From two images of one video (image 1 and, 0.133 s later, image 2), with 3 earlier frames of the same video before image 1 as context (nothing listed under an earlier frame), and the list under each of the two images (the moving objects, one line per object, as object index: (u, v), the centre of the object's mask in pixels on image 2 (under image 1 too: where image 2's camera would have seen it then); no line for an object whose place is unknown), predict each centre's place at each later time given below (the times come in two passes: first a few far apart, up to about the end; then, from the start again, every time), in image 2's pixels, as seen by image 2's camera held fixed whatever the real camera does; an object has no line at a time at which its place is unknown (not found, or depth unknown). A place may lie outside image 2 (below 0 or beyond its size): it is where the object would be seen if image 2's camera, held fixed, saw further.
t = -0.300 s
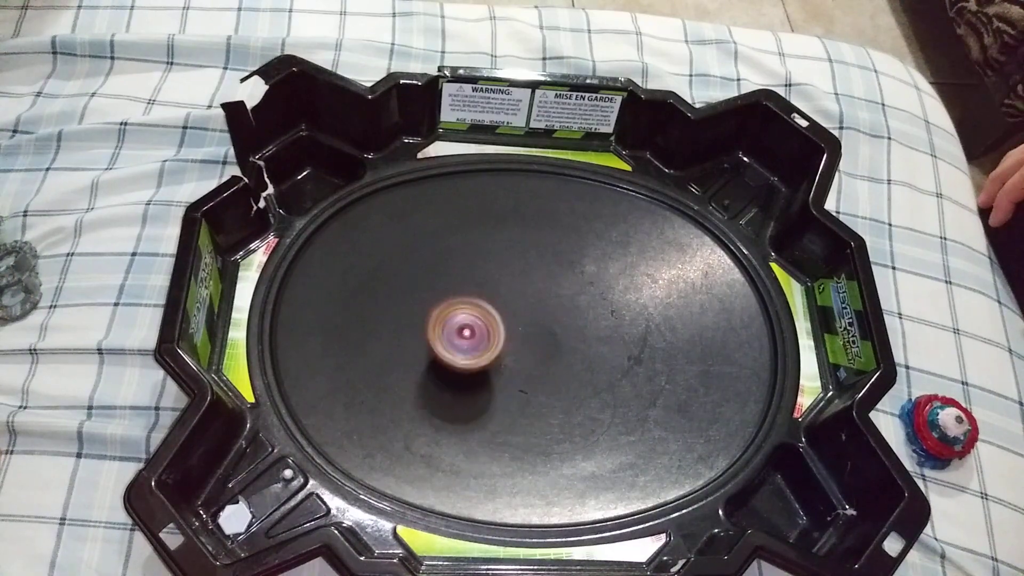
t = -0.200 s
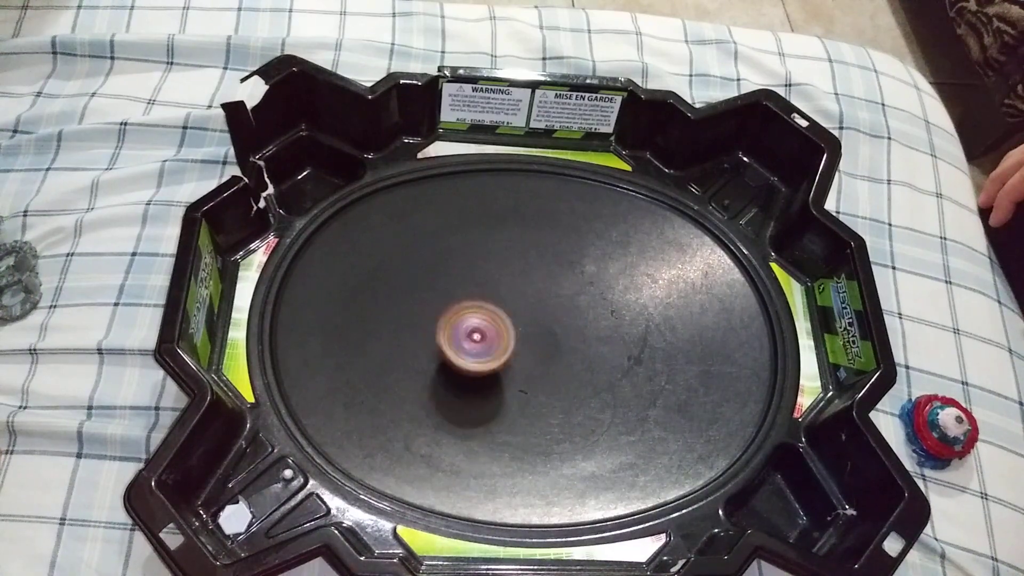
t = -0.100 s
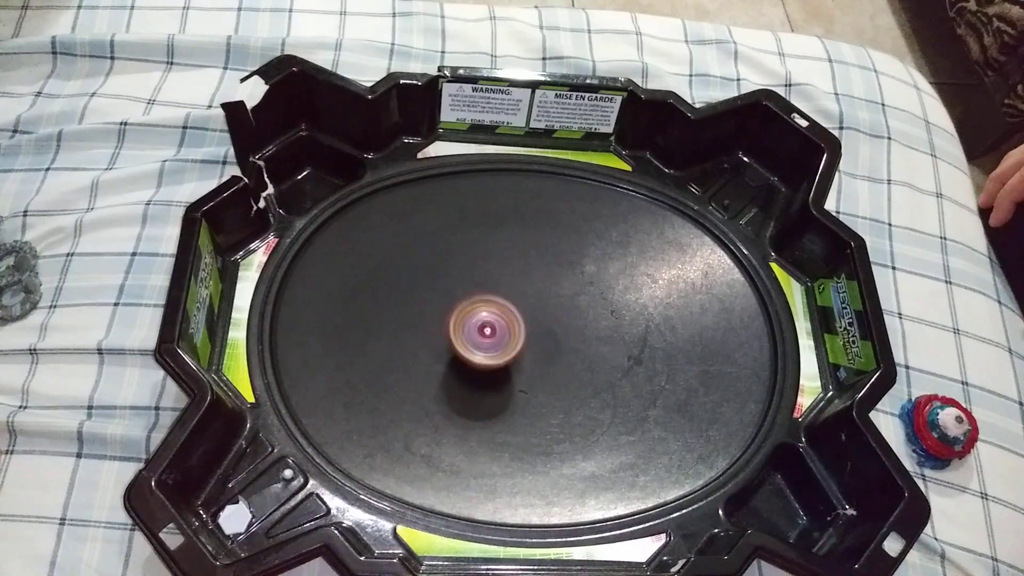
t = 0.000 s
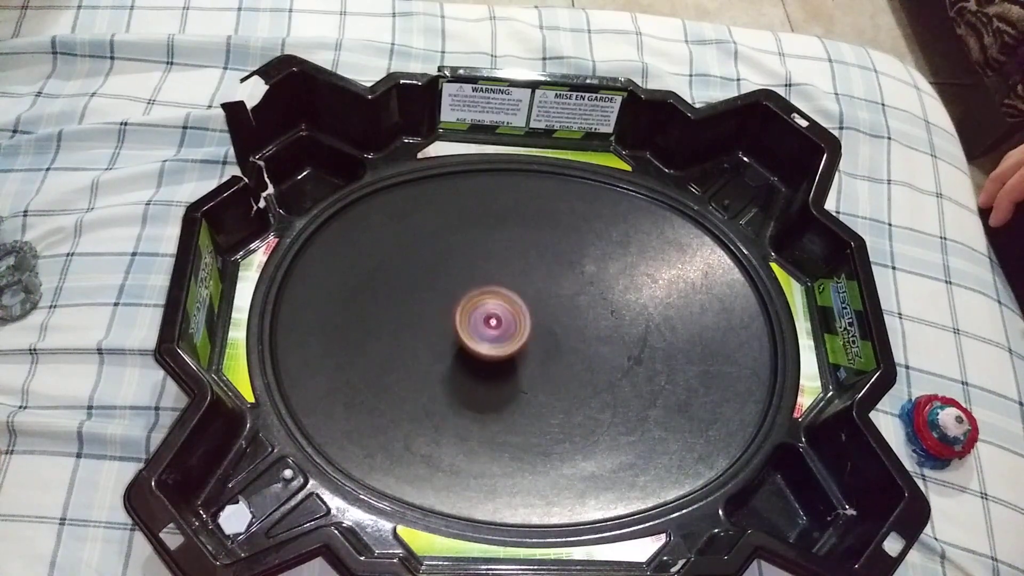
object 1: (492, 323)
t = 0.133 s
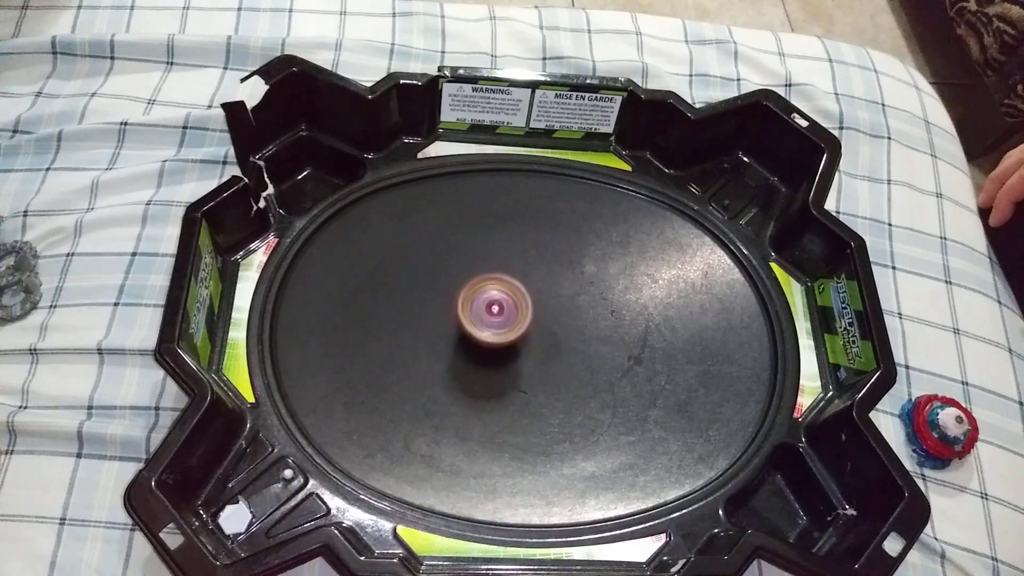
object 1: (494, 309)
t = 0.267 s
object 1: (494, 316)
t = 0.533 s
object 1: (517, 306)
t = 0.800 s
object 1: (533, 315)
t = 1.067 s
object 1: (536, 338)
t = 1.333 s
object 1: (552, 363)
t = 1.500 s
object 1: (565, 360)
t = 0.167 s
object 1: (493, 310)
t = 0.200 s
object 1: (492, 312)
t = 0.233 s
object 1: (492, 314)
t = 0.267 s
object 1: (494, 316)
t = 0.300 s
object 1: (497, 316)
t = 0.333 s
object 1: (500, 314)
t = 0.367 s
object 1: (503, 312)
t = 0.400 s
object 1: (507, 311)
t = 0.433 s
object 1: (510, 310)
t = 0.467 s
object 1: (512, 308)
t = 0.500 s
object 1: (515, 307)
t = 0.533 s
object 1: (517, 306)
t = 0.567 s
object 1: (519, 307)
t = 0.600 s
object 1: (521, 308)
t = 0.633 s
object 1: (523, 308)
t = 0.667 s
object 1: (525, 310)
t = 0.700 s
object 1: (527, 311)
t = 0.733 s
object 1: (529, 312)
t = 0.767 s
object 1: (532, 314)
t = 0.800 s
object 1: (533, 315)
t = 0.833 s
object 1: (534, 317)
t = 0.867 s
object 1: (535, 319)
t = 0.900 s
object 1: (535, 322)
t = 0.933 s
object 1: (536, 324)
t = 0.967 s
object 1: (536, 327)
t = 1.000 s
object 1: (536, 331)
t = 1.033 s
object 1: (536, 334)
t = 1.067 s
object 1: (536, 338)
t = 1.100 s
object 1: (536, 342)
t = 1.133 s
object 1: (534, 347)
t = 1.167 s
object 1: (534, 351)
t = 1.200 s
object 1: (536, 354)
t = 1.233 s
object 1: (541, 357)
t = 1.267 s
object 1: (545, 360)
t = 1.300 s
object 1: (549, 361)
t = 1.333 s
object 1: (552, 363)
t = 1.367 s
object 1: (555, 364)
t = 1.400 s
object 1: (559, 363)
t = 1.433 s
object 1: (562, 363)
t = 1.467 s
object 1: (565, 362)
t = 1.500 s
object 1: (565, 360)
